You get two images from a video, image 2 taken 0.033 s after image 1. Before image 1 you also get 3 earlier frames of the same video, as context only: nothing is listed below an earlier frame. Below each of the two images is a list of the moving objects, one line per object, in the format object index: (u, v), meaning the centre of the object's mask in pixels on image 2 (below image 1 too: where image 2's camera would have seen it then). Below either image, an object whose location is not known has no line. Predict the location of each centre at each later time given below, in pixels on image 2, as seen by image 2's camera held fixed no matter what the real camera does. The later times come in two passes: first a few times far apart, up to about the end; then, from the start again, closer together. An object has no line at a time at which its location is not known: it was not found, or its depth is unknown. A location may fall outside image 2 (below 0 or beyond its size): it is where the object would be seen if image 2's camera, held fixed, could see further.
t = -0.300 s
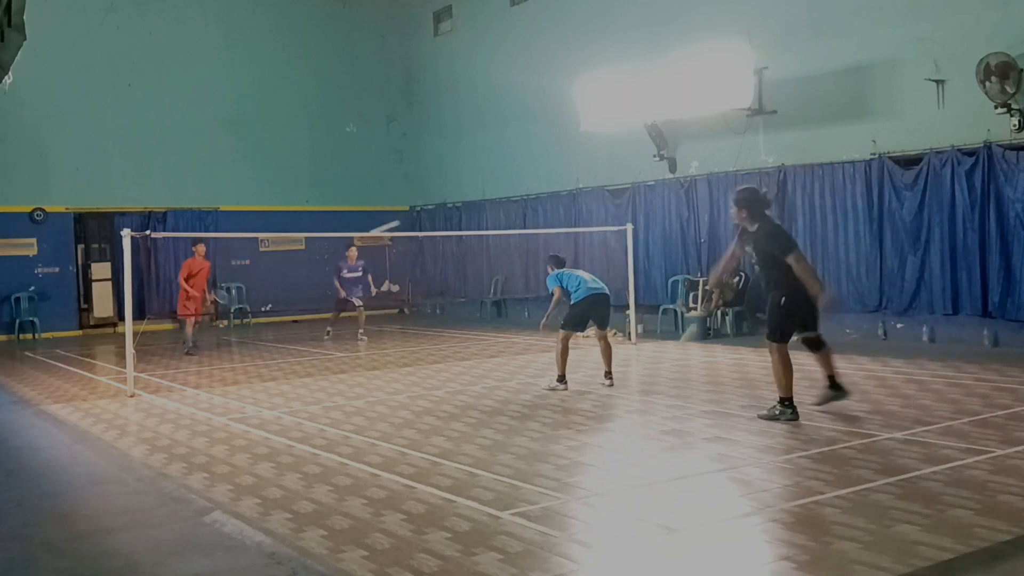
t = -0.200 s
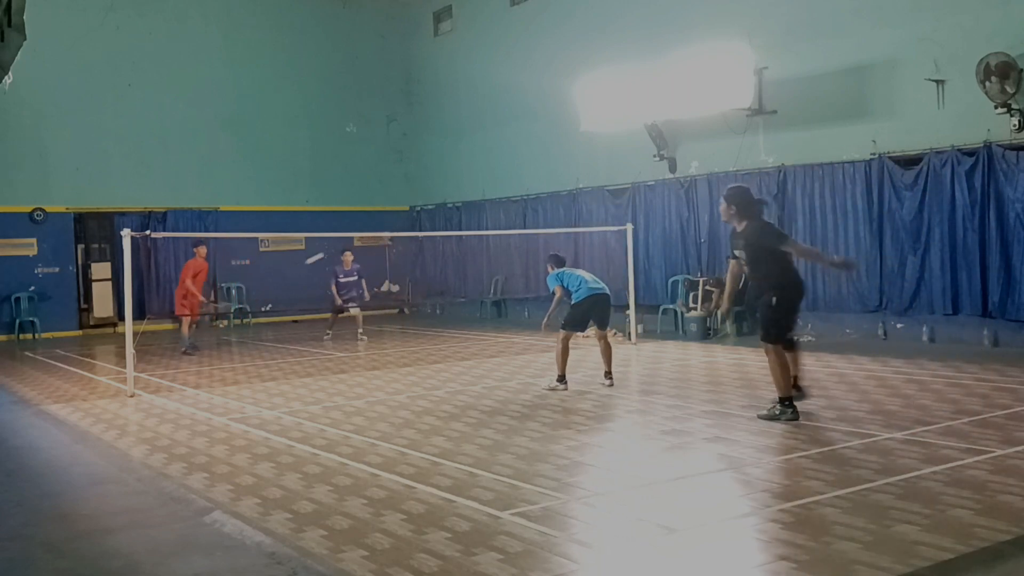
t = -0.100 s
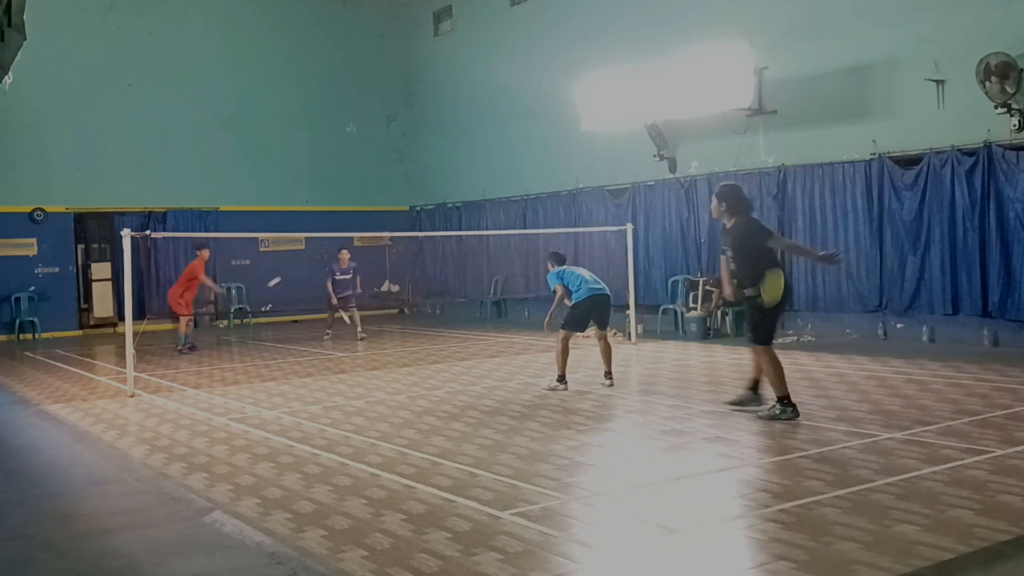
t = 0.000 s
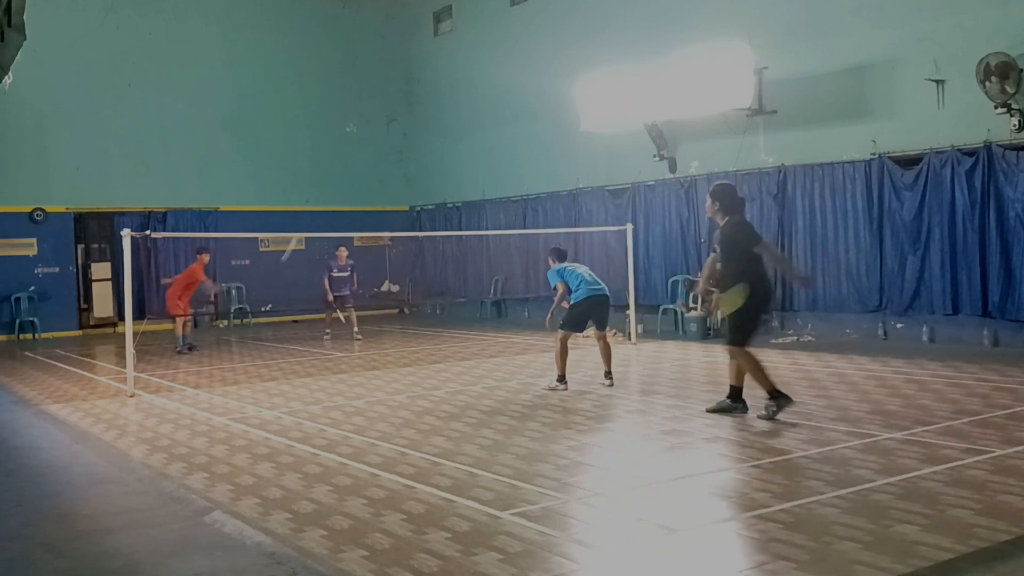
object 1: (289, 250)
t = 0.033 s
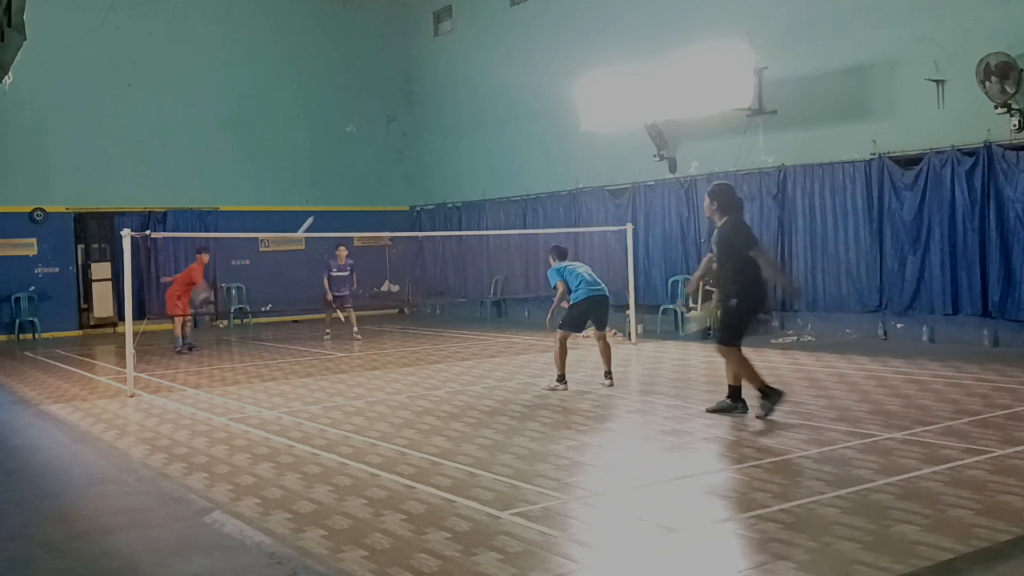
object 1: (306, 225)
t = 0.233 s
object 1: (383, 136)
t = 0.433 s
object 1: (445, 97)
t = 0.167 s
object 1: (359, 160)
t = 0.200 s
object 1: (371, 148)
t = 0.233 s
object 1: (383, 136)
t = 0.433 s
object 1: (445, 97)
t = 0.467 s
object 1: (455, 94)
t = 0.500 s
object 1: (465, 93)
